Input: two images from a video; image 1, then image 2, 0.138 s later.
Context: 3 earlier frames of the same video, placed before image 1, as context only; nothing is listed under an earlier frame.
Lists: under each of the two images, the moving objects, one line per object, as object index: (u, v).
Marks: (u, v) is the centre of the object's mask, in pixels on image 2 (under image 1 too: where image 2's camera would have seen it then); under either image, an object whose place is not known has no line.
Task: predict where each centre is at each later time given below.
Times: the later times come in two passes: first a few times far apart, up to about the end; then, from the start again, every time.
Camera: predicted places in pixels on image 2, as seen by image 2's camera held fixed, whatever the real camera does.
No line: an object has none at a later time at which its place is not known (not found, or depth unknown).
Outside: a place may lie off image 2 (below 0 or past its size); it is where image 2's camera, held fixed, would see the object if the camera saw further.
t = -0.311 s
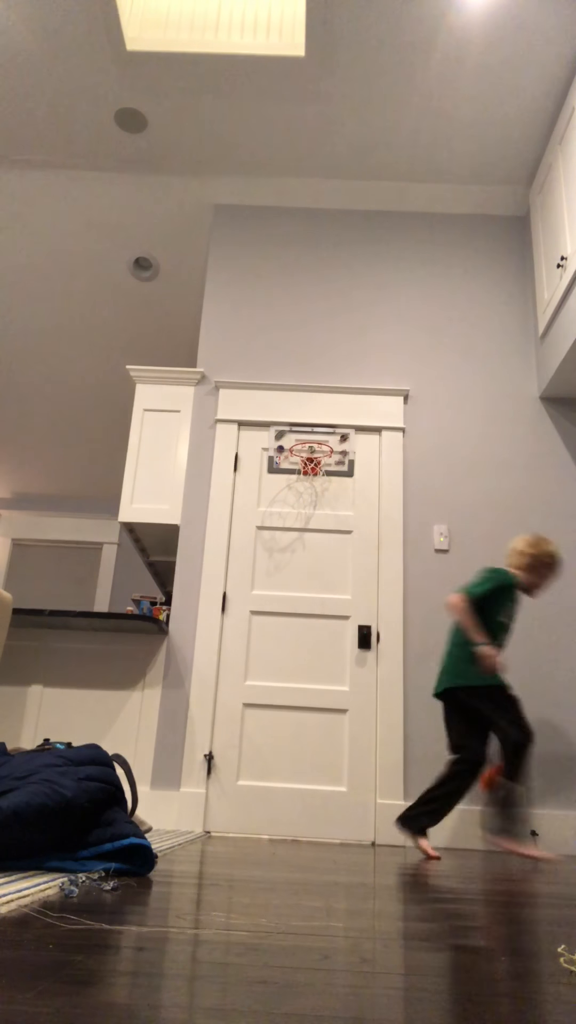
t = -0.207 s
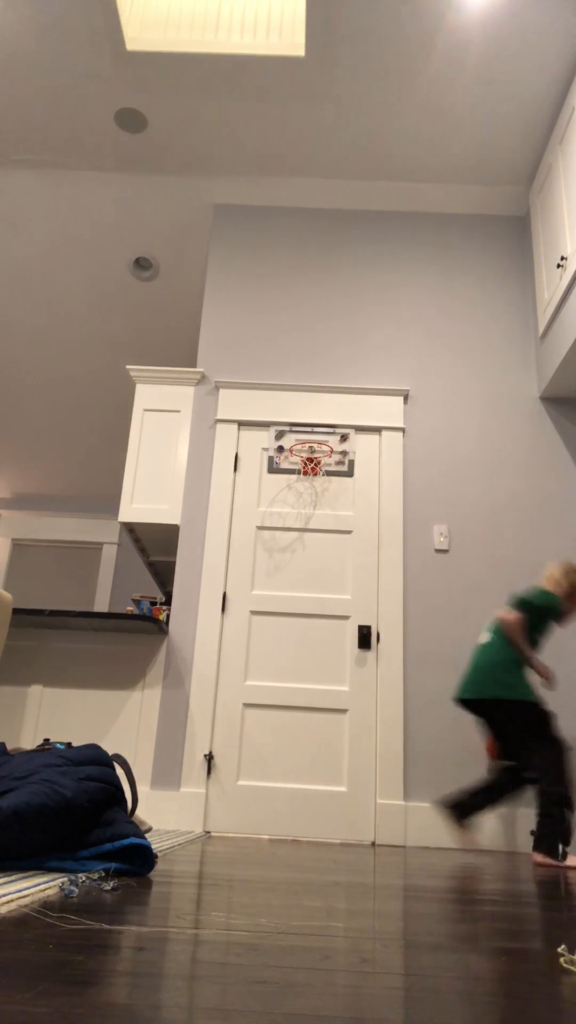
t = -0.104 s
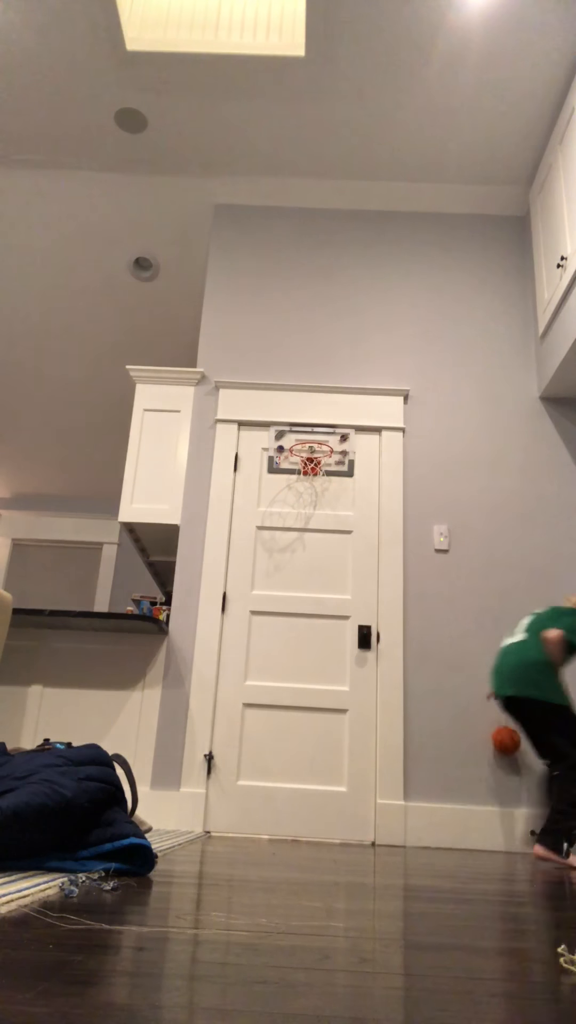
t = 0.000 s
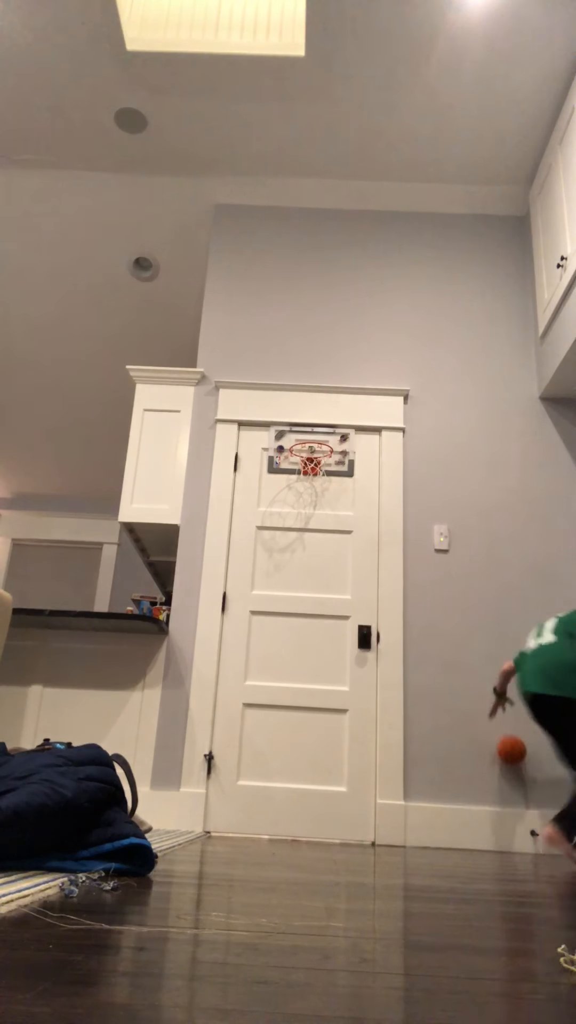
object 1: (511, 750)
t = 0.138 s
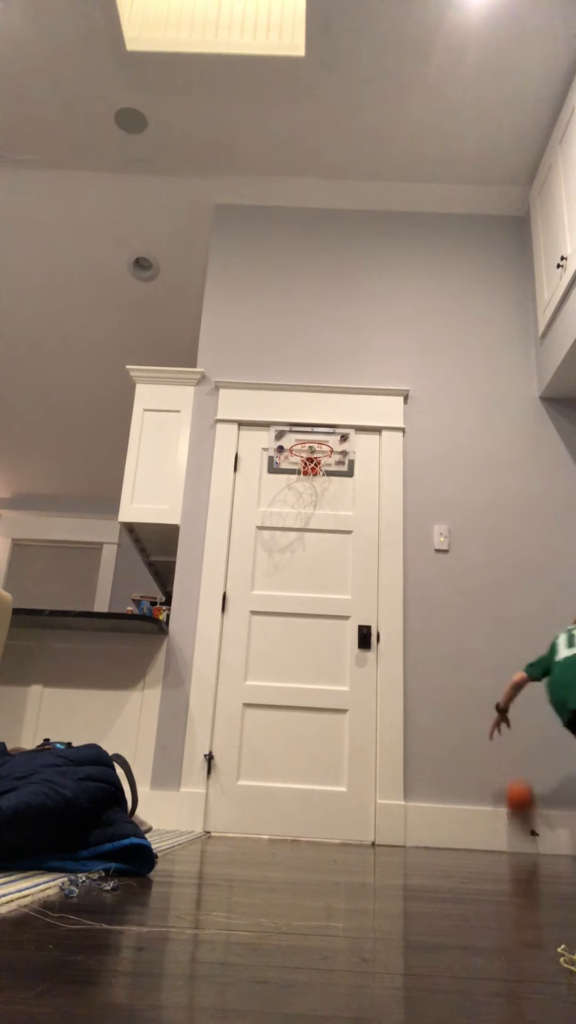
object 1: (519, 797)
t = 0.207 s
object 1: (522, 836)
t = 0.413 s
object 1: (473, 823)
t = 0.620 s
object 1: (431, 821)
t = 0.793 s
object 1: (396, 824)
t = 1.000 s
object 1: (351, 828)
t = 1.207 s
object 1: (307, 826)
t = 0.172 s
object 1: (522, 818)
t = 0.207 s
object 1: (522, 836)
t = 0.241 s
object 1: (516, 832)
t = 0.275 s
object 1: (508, 823)
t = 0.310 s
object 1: (501, 818)
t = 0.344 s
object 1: (494, 816)
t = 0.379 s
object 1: (480, 818)
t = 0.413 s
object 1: (473, 823)
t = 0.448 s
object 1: (466, 831)
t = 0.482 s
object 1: (458, 832)
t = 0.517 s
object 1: (451, 825)
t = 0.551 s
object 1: (444, 822)
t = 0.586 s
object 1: (438, 820)
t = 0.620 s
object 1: (431, 821)
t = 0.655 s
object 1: (425, 825)
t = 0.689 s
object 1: (418, 831)
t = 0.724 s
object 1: (410, 829)
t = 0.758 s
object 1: (403, 825)
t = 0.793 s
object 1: (396, 824)
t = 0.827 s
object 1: (388, 825)
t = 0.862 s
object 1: (381, 829)
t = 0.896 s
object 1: (372, 829)
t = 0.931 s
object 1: (365, 826)
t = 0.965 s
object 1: (358, 825)
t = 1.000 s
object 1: (351, 828)
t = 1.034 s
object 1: (343, 829)
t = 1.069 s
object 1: (336, 826)
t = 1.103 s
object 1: (330, 826)
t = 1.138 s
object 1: (322, 828)
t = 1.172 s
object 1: (315, 826)
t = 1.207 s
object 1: (307, 826)
